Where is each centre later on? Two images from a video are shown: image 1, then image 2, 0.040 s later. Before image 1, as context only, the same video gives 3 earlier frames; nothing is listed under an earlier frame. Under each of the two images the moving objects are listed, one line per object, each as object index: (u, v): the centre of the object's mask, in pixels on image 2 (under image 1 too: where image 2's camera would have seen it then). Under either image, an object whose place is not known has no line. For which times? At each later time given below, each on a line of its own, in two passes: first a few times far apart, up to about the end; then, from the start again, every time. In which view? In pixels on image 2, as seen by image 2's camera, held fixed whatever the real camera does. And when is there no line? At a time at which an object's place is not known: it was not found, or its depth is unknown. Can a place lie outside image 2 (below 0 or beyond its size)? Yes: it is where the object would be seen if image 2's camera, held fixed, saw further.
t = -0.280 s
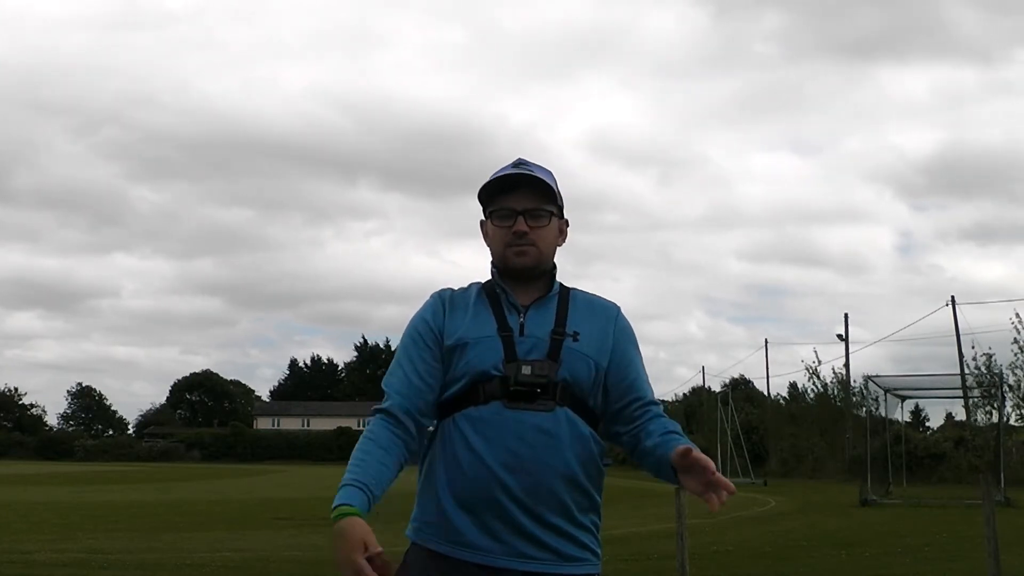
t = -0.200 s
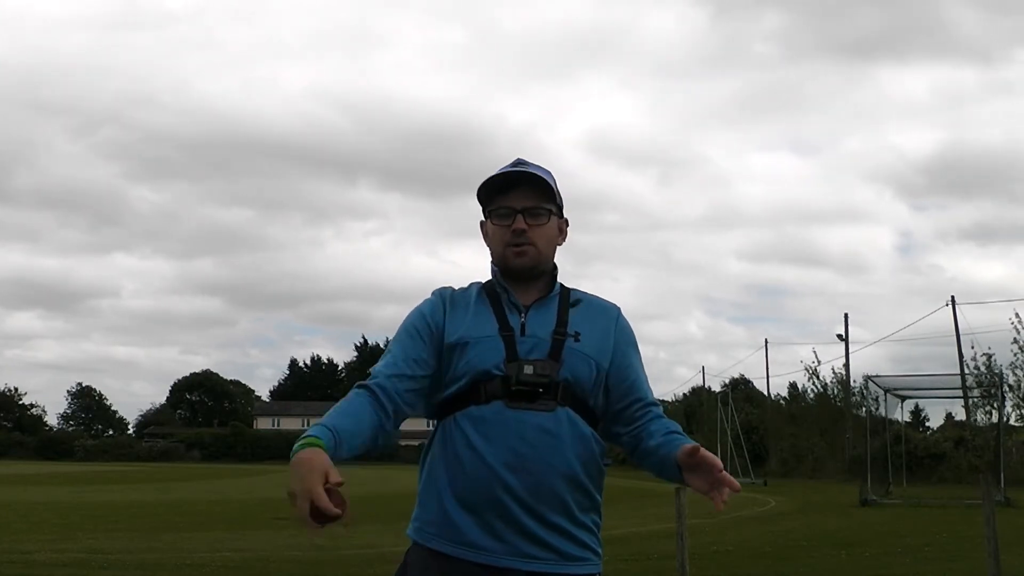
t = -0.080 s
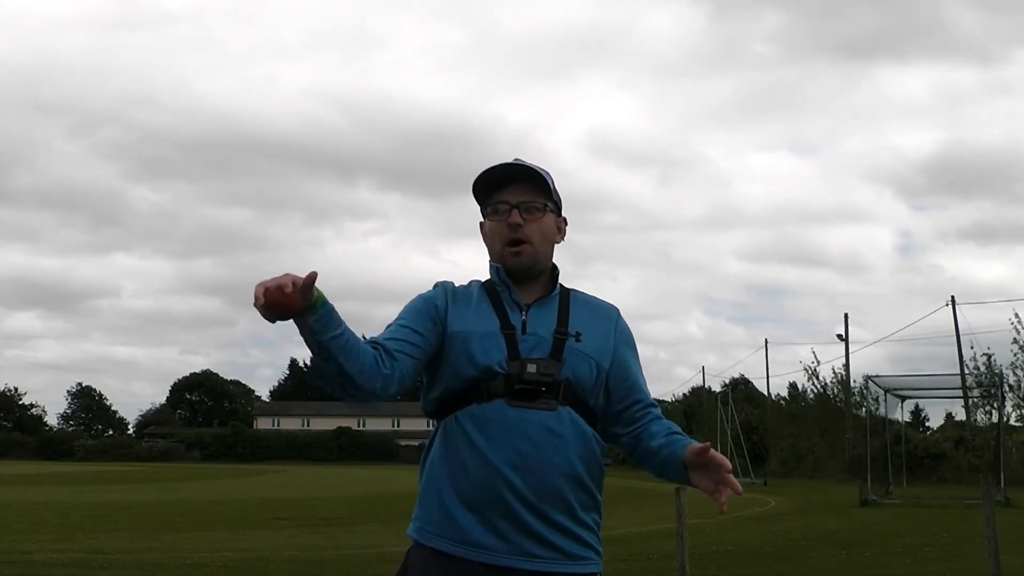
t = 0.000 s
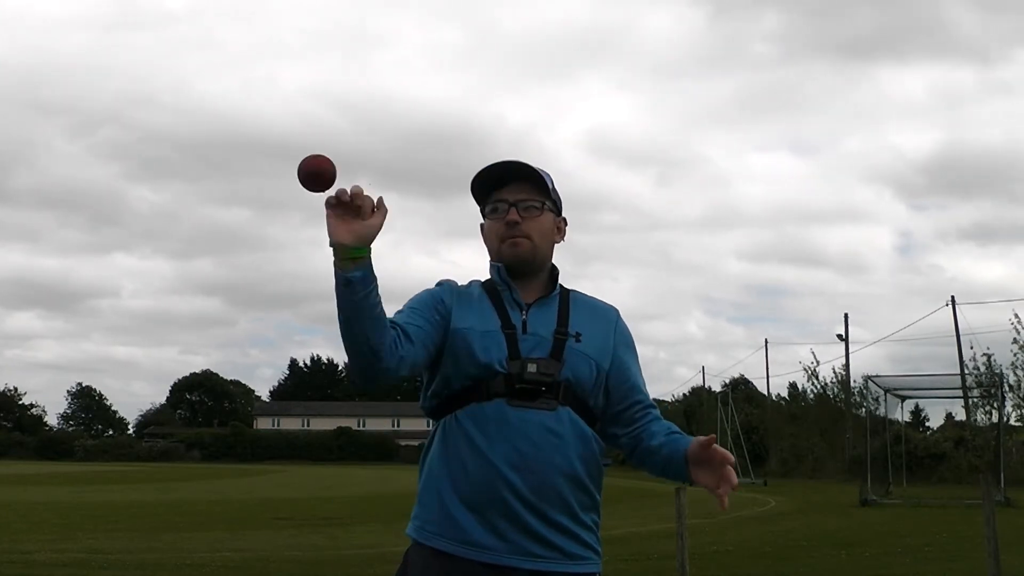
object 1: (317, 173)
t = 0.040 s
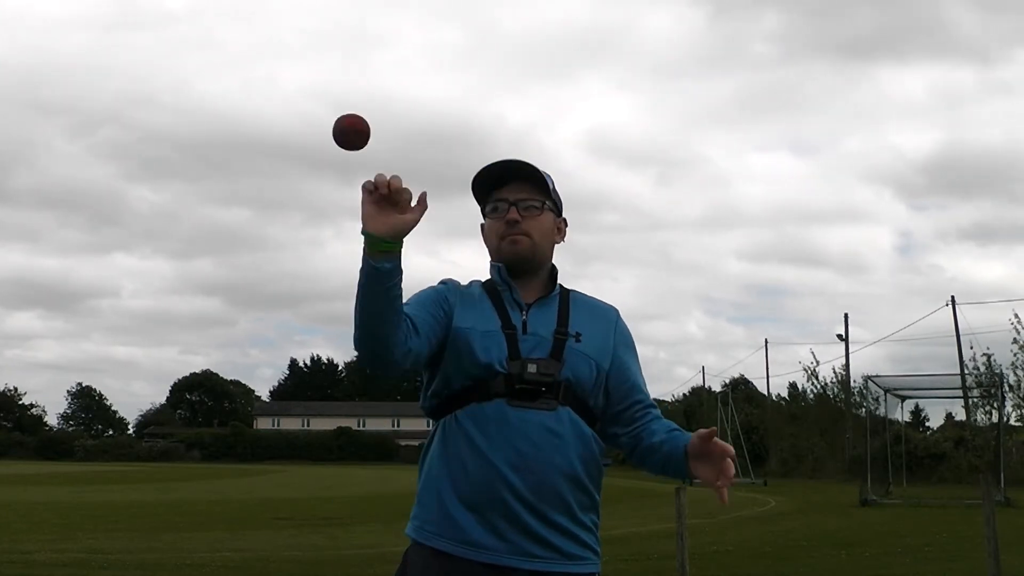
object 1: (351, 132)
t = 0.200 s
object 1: (482, 52)
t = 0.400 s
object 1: (638, 134)
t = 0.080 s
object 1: (385, 100)
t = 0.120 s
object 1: (418, 76)
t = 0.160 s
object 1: (450, 60)
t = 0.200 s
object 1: (482, 52)
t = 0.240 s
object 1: (513, 53)
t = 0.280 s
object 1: (544, 62)
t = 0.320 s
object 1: (575, 77)
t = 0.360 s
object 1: (606, 102)
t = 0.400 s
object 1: (638, 134)
